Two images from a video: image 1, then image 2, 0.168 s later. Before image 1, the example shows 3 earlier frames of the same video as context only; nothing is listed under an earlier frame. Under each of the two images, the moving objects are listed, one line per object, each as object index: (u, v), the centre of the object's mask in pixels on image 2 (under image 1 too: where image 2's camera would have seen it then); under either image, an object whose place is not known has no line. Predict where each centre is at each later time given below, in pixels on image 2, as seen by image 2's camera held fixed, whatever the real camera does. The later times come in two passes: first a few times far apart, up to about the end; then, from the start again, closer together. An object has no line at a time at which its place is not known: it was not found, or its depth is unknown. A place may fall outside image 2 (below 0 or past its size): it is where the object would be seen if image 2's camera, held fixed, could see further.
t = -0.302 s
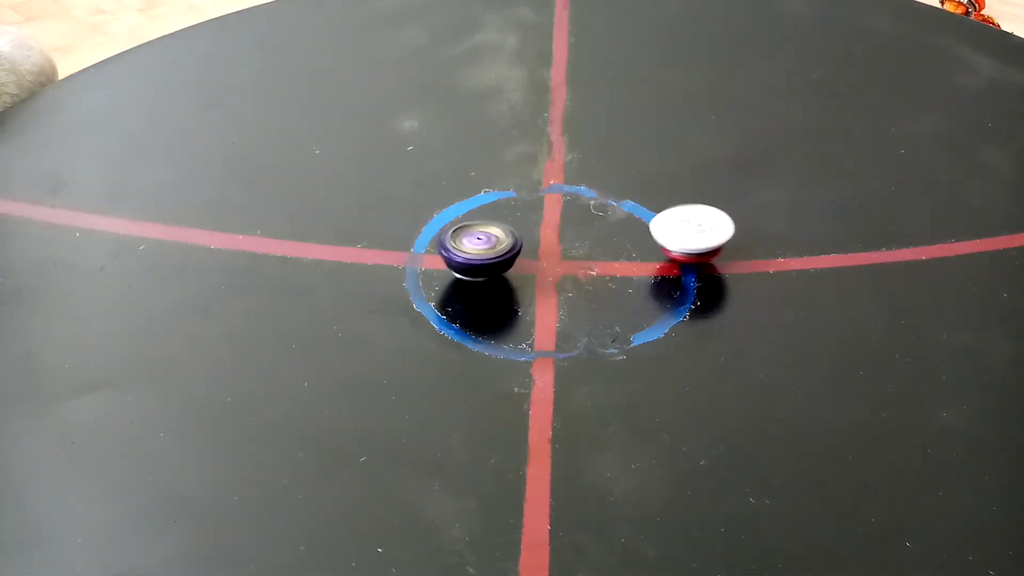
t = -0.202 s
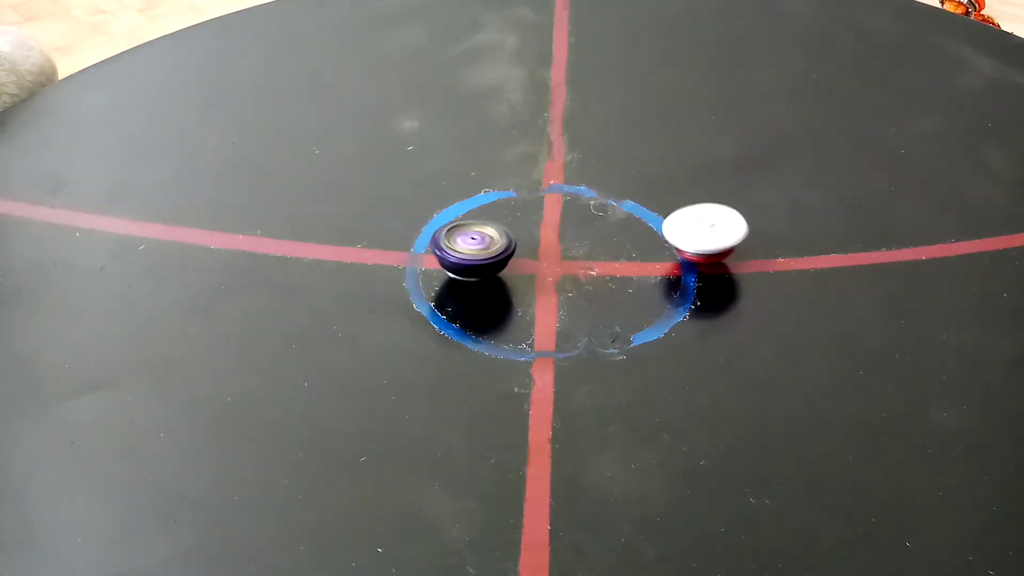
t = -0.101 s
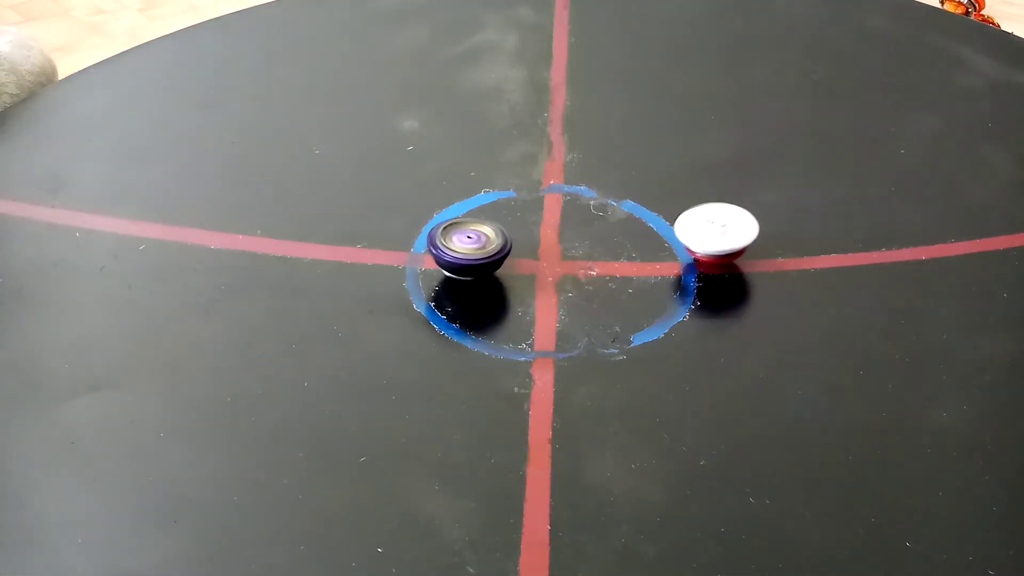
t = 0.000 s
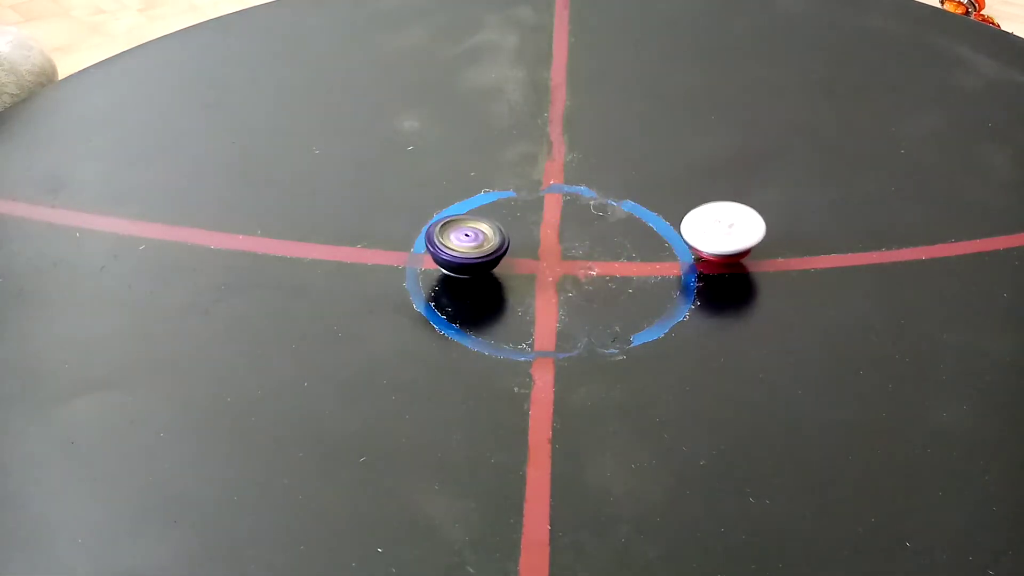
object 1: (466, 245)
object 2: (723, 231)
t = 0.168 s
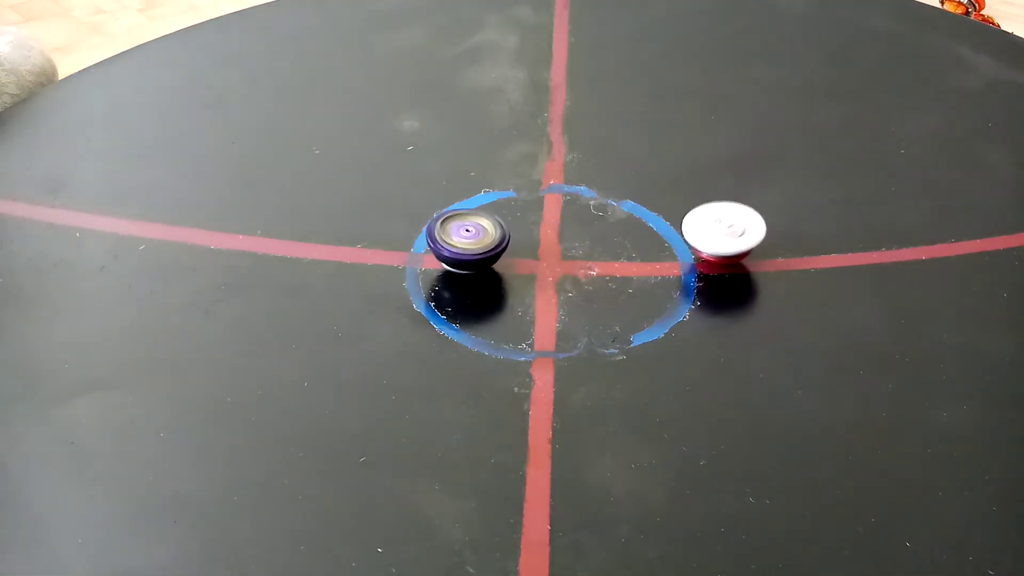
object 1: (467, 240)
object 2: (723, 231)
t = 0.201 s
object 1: (468, 239)
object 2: (722, 231)
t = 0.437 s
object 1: (480, 234)
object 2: (697, 233)
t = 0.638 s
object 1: (496, 234)
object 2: (661, 236)
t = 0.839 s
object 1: (510, 240)
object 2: (620, 241)
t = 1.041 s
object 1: (489, 252)
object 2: (610, 245)
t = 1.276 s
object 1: (429, 273)
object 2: (627, 254)
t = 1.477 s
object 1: (422, 275)
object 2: (634, 258)
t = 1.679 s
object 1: (425, 269)
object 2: (638, 258)
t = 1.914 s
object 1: (445, 260)
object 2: (631, 254)
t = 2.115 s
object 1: (482, 252)
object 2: (620, 249)
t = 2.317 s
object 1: (527, 243)
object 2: (612, 245)
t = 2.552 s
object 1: (532, 248)
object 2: (633, 237)
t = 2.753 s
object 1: (528, 255)
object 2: (645, 229)
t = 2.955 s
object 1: (524, 259)
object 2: (646, 221)
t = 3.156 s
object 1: (523, 261)
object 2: (639, 216)
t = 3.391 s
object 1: (527, 261)
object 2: (623, 217)
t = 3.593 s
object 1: (536, 264)
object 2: (602, 225)
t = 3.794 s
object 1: (535, 278)
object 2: (592, 226)
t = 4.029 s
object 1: (529, 308)
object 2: (588, 210)
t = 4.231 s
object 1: (527, 315)
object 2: (580, 203)
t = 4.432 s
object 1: (523, 312)
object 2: (569, 202)
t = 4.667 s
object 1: (530, 299)
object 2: (562, 207)
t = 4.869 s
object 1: (546, 276)
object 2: (567, 215)
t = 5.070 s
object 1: (546, 265)
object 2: (591, 207)
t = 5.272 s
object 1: (551, 260)
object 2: (605, 196)
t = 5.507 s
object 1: (564, 256)
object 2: (615, 185)
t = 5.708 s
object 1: (576, 255)
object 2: (620, 187)
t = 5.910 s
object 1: (587, 257)
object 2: (615, 199)
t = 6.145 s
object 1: (587, 273)
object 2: (615, 205)
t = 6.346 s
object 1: (572, 290)
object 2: (621, 203)
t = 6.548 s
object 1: (554, 290)
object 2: (623, 206)
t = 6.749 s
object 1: (539, 281)
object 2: (620, 214)
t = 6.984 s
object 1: (528, 260)
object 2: (616, 228)
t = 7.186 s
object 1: (529, 242)
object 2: (613, 241)
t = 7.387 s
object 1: (537, 225)
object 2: (626, 254)
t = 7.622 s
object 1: (561, 207)
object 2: (649, 260)
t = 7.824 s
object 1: (587, 203)
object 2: (664, 257)
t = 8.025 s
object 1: (614, 203)
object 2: (668, 250)
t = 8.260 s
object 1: (617, 206)
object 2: (675, 248)
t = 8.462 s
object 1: (610, 211)
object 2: (675, 247)
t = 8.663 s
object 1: (594, 213)
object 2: (664, 249)
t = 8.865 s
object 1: (576, 211)
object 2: (645, 251)
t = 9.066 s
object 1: (565, 209)
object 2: (624, 257)
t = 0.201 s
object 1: (468, 239)
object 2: (722, 231)
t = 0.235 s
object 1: (469, 238)
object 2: (720, 231)
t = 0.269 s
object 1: (470, 237)
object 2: (717, 231)
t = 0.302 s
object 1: (472, 236)
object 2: (714, 231)
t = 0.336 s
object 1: (474, 236)
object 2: (711, 231)
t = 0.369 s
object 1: (476, 235)
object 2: (706, 231)
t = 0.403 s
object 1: (478, 234)
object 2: (701, 232)
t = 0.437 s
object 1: (480, 234)
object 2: (697, 233)
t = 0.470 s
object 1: (483, 234)
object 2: (691, 233)
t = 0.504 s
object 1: (486, 234)
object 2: (686, 234)
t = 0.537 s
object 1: (488, 233)
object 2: (680, 234)
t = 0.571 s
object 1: (491, 234)
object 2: (675, 234)
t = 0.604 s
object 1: (493, 234)
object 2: (668, 235)
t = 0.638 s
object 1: (496, 234)
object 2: (661, 236)
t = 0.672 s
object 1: (498, 234)
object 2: (654, 236)
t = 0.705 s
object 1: (501, 235)
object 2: (648, 237)
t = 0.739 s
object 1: (503, 236)
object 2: (641, 238)
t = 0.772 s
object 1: (506, 238)
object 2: (634, 238)
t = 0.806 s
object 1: (508, 238)
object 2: (627, 239)
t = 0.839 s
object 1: (510, 240)
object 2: (620, 241)
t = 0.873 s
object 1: (512, 241)
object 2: (614, 241)
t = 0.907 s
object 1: (513, 243)
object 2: (608, 242)
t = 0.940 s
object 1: (514, 244)
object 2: (602, 243)
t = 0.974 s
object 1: (512, 245)
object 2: (598, 244)
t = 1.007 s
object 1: (502, 248)
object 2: (604, 244)
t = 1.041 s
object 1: (489, 252)
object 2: (610, 245)
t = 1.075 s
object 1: (479, 255)
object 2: (614, 246)
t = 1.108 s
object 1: (468, 259)
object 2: (617, 248)
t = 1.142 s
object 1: (458, 262)
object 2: (620, 249)
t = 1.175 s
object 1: (448, 266)
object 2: (622, 251)
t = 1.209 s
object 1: (441, 268)
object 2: (624, 252)
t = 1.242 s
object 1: (435, 271)
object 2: (626, 253)
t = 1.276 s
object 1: (429, 273)
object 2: (627, 254)
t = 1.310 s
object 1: (426, 274)
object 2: (629, 255)
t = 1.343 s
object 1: (424, 275)
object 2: (631, 256)
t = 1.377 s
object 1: (423, 275)
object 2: (632, 257)
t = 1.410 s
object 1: (423, 276)
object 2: (633, 257)
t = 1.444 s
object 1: (422, 275)
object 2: (634, 258)
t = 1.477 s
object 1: (422, 275)
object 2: (634, 258)
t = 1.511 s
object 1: (422, 275)
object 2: (635, 259)
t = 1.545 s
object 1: (421, 274)
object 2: (636, 259)
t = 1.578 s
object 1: (422, 273)
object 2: (637, 259)
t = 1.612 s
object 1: (422, 272)
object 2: (637, 258)
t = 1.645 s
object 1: (423, 270)
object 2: (638, 258)
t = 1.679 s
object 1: (425, 269)
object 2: (638, 258)
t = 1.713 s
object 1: (427, 268)
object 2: (638, 257)
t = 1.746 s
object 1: (429, 267)
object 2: (637, 257)
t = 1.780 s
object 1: (431, 265)
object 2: (636, 256)
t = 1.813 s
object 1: (434, 264)
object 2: (635, 256)
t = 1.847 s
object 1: (437, 263)
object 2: (634, 255)
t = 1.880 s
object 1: (441, 262)
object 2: (633, 255)
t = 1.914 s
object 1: (445, 260)
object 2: (631, 254)
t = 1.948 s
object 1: (450, 259)
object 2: (630, 254)
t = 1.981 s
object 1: (456, 258)
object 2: (628, 253)
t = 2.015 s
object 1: (462, 256)
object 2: (627, 252)
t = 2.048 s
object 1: (468, 254)
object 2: (624, 250)
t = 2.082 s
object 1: (475, 252)
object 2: (622, 250)
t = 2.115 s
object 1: (482, 252)
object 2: (620, 249)
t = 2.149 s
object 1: (489, 250)
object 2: (619, 247)
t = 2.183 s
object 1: (497, 247)
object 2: (616, 247)
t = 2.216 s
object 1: (505, 246)
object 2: (614, 246)
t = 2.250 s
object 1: (513, 245)
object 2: (613, 246)
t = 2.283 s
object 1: (521, 245)
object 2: (612, 245)
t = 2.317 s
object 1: (527, 243)
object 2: (612, 245)
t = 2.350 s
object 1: (529, 243)
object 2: (617, 244)
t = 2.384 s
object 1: (531, 243)
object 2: (618, 244)
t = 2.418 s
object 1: (534, 243)
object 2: (620, 242)
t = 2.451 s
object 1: (537, 244)
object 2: (620, 242)
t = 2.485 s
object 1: (537, 245)
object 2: (624, 240)
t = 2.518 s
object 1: (534, 246)
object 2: (629, 239)
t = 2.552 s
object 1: (532, 248)
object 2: (633, 237)
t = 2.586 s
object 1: (530, 249)
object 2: (636, 236)
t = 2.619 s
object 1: (529, 250)
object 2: (637, 235)
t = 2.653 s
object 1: (529, 251)
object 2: (640, 234)
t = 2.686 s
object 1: (528, 253)
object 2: (641, 232)
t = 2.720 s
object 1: (528, 254)
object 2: (643, 231)
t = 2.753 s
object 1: (528, 255)
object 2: (645, 229)
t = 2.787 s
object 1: (527, 256)
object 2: (645, 228)
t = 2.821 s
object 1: (526, 257)
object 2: (646, 226)
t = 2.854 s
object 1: (525, 258)
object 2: (647, 225)
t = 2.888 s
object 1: (525, 258)
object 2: (648, 224)
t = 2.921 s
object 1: (525, 259)
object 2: (648, 222)
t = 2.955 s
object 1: (524, 259)
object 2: (646, 221)
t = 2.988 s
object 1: (524, 260)
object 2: (646, 220)
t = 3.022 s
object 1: (523, 260)
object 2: (645, 219)
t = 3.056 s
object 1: (523, 260)
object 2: (644, 218)
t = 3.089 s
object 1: (523, 260)
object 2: (643, 217)
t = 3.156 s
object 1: (523, 261)
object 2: (639, 216)
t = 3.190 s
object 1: (524, 261)
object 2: (637, 215)
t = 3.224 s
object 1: (524, 261)
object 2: (635, 215)
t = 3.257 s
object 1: (524, 261)
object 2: (633, 215)
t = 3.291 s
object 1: (525, 261)
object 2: (630, 215)
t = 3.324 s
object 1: (525, 261)
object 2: (628, 215)
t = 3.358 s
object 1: (526, 261)
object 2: (625, 216)
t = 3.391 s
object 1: (527, 261)
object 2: (623, 217)
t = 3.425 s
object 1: (529, 262)
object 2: (617, 219)
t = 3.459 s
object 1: (531, 261)
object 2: (614, 220)
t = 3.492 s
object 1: (532, 262)
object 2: (611, 221)
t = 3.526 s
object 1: (533, 262)
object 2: (608, 222)
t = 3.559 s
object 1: (535, 263)
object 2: (605, 224)
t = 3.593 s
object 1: (536, 264)
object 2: (602, 225)
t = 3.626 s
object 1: (538, 264)
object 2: (600, 227)
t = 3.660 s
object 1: (538, 264)
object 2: (597, 228)
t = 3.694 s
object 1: (538, 267)
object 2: (595, 229)
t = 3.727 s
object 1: (538, 268)
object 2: (594, 229)
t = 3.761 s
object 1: (537, 272)
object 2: (592, 230)
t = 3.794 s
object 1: (535, 278)
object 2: (592, 226)
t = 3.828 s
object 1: (534, 285)
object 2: (592, 222)
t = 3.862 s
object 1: (533, 291)
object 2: (591, 219)
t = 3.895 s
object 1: (532, 295)
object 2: (591, 217)
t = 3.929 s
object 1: (531, 299)
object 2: (590, 215)
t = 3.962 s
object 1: (530, 303)
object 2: (590, 213)
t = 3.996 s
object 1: (529, 305)
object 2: (589, 211)
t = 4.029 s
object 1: (529, 308)
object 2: (588, 210)
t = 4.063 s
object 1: (528, 309)
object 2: (587, 208)
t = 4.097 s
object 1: (528, 310)
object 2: (585, 207)
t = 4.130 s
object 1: (528, 311)
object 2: (584, 206)
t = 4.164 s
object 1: (529, 313)
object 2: (582, 205)
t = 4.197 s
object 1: (528, 314)
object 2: (581, 204)
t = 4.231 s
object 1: (527, 315)
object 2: (580, 203)
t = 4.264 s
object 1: (526, 315)
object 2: (578, 202)
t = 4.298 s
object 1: (525, 315)
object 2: (576, 202)
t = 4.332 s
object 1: (524, 315)
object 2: (574, 201)
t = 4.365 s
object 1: (524, 315)
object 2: (572, 201)
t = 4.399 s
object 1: (523, 314)
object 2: (571, 201)
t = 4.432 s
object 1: (523, 312)
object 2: (569, 202)
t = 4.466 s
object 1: (523, 311)
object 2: (568, 202)
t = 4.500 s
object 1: (523, 309)
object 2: (566, 203)
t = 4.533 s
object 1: (524, 308)
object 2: (564, 203)
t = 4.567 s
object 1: (525, 306)
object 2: (564, 204)
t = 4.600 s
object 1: (526, 303)
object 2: (563, 205)
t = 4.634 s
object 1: (528, 301)
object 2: (563, 206)
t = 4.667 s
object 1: (530, 299)
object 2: (562, 207)
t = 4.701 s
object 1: (532, 296)
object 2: (562, 208)
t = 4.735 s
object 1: (534, 293)
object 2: (563, 210)
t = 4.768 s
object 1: (537, 289)
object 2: (563, 211)
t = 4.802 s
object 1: (540, 285)
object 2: (564, 213)
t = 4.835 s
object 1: (543, 280)
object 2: (565, 214)
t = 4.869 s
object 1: (546, 276)
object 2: (567, 215)
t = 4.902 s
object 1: (549, 270)
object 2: (569, 216)
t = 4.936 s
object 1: (550, 267)
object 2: (573, 215)
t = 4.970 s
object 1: (547, 267)
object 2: (578, 214)
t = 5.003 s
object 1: (545, 266)
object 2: (583, 211)
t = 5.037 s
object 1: (545, 265)
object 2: (588, 209)
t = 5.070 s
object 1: (546, 265)
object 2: (591, 207)
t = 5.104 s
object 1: (546, 264)
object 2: (594, 205)
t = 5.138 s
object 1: (547, 264)
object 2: (597, 204)
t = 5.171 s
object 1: (548, 263)
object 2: (600, 202)
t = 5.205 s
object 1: (549, 262)
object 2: (602, 199)
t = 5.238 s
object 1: (551, 261)
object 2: (604, 197)
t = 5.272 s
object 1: (551, 260)
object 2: (605, 196)
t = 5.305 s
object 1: (552, 259)
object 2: (606, 194)
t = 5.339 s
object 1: (554, 258)
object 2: (608, 192)
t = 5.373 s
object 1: (556, 258)
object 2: (609, 190)
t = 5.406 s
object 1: (558, 257)
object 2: (610, 189)
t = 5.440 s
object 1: (560, 257)
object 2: (612, 188)
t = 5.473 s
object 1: (561, 257)
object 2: (614, 187)
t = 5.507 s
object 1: (564, 256)
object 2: (615, 185)
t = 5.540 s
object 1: (566, 256)
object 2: (616, 184)
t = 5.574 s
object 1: (568, 256)
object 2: (617, 183)
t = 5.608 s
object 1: (570, 255)
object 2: (619, 183)
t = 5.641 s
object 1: (572, 255)
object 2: (619, 184)
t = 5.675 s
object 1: (575, 255)
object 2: (620, 185)
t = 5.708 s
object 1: (576, 255)
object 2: (620, 187)
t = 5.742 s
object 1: (579, 255)
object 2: (619, 189)
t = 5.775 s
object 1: (580, 256)
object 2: (618, 191)
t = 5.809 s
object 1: (582, 256)
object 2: (617, 193)
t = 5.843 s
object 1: (584, 256)
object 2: (617, 195)
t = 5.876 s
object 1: (586, 256)
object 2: (616, 197)
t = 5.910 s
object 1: (587, 257)
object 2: (615, 199)
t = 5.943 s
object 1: (589, 257)
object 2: (614, 201)
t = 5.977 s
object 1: (590, 258)
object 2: (613, 203)
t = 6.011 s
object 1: (592, 258)
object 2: (612, 205)
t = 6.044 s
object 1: (593, 259)
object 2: (612, 207)
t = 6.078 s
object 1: (590, 263)
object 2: (612, 207)
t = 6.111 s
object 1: (589, 268)
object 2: (614, 207)
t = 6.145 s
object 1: (587, 273)
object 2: (615, 205)
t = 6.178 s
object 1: (585, 277)
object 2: (616, 204)
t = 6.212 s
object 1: (582, 281)
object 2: (617, 204)
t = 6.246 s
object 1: (580, 284)
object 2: (618, 203)
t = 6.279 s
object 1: (577, 287)
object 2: (619, 203)
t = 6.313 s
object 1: (574, 288)
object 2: (620, 203)
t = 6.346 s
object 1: (572, 290)
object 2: (621, 203)
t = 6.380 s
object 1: (569, 290)
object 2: (622, 203)
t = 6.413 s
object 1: (566, 291)
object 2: (622, 203)
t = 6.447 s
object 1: (563, 291)
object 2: (623, 204)
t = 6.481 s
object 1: (560, 291)
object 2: (623, 204)
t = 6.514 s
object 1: (557, 290)
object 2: (623, 205)
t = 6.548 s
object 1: (554, 290)
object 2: (623, 206)
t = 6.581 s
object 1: (551, 289)
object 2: (622, 207)
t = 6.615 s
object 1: (548, 288)
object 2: (622, 208)
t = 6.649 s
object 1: (546, 287)
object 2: (622, 210)
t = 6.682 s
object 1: (543, 285)
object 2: (621, 211)
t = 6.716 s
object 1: (542, 283)
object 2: (621, 213)
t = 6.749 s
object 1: (539, 281)
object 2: (620, 214)
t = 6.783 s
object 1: (537, 278)
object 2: (620, 216)
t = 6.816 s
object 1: (534, 276)
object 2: (619, 218)
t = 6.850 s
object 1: (533, 273)
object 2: (618, 220)
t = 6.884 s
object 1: (532, 270)
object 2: (617, 222)
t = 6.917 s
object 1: (530, 266)
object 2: (616, 224)
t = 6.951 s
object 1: (528, 263)
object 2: (616, 226)
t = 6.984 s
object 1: (528, 260)
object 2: (616, 228)
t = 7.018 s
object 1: (527, 257)
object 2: (615, 230)
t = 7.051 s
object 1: (527, 255)
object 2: (615, 233)
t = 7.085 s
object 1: (527, 251)
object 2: (614, 235)
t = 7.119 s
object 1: (528, 249)
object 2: (614, 237)
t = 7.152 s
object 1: (529, 245)
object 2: (613, 239)
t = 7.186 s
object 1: (529, 242)
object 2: (613, 241)
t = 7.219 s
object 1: (531, 240)
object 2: (613, 244)
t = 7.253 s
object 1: (532, 237)
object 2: (615, 247)
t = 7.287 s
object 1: (532, 234)
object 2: (619, 249)
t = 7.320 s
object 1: (533, 231)
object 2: (621, 251)
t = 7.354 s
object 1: (536, 228)
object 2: (623, 252)
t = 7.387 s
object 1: (537, 225)
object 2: (626, 254)
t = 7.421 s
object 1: (541, 222)
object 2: (629, 256)
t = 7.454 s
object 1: (543, 219)
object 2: (632, 257)
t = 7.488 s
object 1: (546, 217)
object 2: (635, 258)
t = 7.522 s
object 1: (551, 213)
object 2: (638, 258)
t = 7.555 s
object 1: (553, 211)
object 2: (642, 259)
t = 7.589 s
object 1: (557, 209)
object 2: (645, 259)
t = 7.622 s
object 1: (561, 207)
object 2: (649, 260)
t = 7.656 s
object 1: (565, 206)
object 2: (652, 260)
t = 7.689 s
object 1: (568, 205)
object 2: (655, 259)
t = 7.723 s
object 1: (574, 204)
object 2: (658, 259)
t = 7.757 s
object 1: (578, 203)
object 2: (660, 258)
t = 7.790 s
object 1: (582, 202)
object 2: (662, 258)
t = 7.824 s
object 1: (587, 203)
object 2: (664, 257)
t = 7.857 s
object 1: (591, 202)
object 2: (665, 256)
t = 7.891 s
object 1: (597, 203)
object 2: (667, 255)
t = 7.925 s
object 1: (601, 202)
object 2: (668, 254)
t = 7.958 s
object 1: (606, 202)
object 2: (668, 252)
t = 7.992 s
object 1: (611, 202)
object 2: (668, 251)
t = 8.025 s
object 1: (614, 203)
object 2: (668, 250)
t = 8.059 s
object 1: (618, 204)
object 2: (667, 248)
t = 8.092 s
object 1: (619, 203)
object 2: (667, 247)
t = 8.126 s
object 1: (619, 204)
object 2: (669, 247)
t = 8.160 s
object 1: (619, 205)
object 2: (672, 248)
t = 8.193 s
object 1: (618, 205)
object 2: (674, 248)
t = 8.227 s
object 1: (617, 206)
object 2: (674, 248)
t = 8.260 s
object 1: (617, 206)
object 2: (675, 248)
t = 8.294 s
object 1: (616, 207)
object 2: (675, 248)
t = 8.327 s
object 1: (615, 208)
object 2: (676, 247)
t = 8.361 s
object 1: (614, 209)
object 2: (675, 247)
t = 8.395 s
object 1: (613, 209)
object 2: (675, 247)
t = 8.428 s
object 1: (612, 210)
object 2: (675, 247)
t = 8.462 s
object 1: (610, 211)
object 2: (675, 247)
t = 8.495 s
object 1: (608, 211)
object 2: (673, 248)
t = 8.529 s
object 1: (606, 212)
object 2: (672, 248)
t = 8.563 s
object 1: (604, 212)
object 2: (670, 248)
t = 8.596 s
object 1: (601, 212)
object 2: (668, 248)
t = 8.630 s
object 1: (598, 213)
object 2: (666, 249)
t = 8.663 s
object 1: (594, 213)
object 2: (664, 249)
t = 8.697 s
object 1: (591, 214)
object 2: (661, 249)
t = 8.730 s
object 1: (589, 213)
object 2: (658, 249)
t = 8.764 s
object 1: (585, 213)
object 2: (654, 250)
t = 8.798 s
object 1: (583, 212)
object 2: (652, 250)
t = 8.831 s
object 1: (578, 212)
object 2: (648, 251)
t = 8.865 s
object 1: (576, 211)
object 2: (645, 251)
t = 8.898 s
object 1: (574, 211)
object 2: (641, 252)
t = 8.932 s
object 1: (571, 211)
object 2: (638, 253)
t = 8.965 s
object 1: (570, 211)
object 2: (634, 254)
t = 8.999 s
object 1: (567, 211)
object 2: (631, 255)
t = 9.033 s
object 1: (566, 210)
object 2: (627, 256)
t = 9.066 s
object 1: (565, 209)
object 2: (624, 257)
